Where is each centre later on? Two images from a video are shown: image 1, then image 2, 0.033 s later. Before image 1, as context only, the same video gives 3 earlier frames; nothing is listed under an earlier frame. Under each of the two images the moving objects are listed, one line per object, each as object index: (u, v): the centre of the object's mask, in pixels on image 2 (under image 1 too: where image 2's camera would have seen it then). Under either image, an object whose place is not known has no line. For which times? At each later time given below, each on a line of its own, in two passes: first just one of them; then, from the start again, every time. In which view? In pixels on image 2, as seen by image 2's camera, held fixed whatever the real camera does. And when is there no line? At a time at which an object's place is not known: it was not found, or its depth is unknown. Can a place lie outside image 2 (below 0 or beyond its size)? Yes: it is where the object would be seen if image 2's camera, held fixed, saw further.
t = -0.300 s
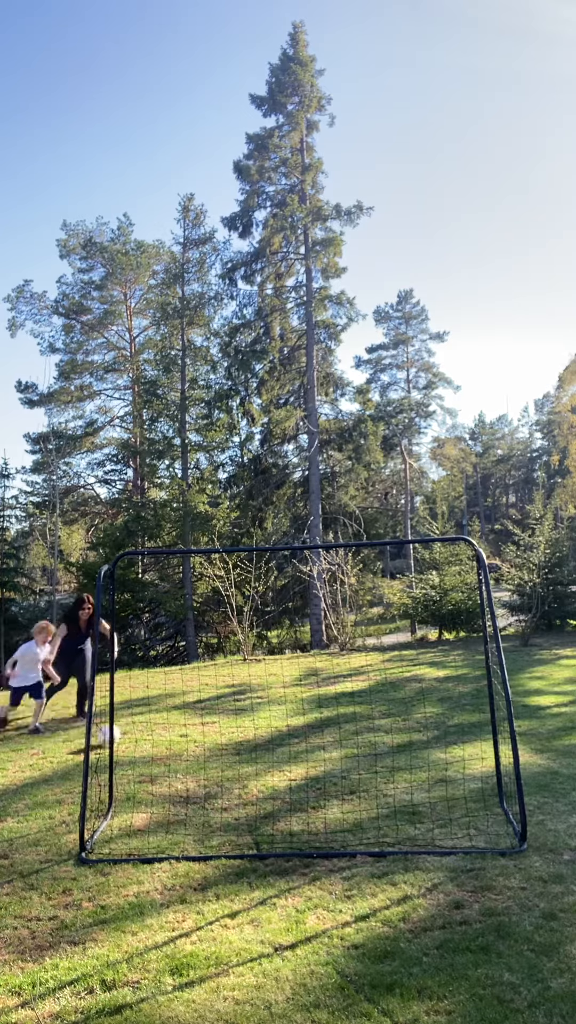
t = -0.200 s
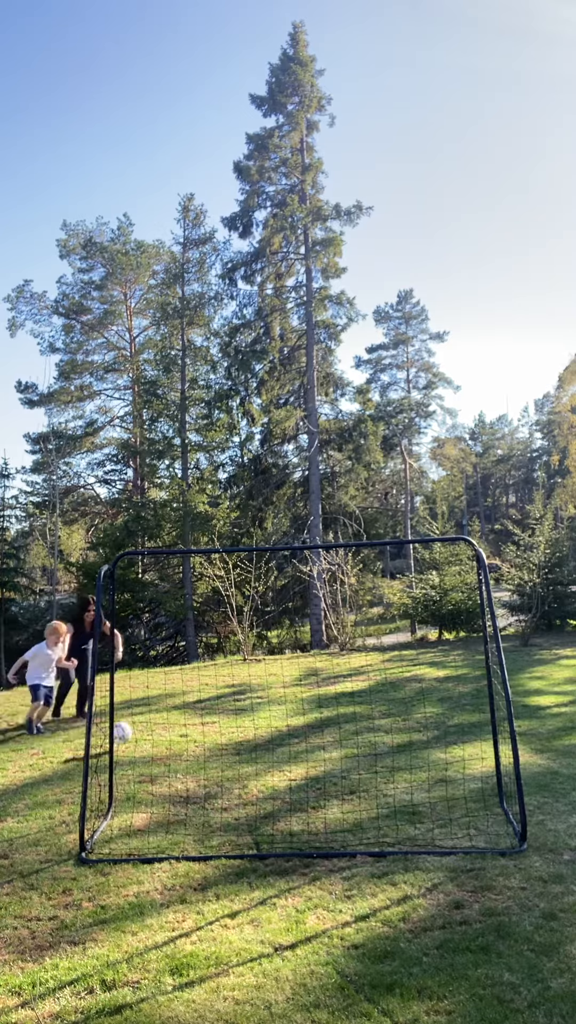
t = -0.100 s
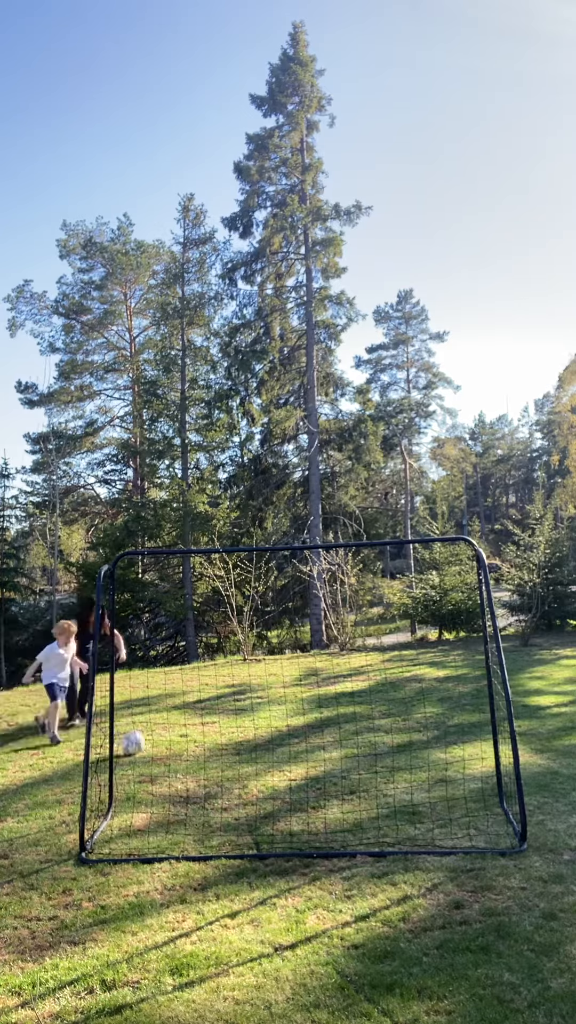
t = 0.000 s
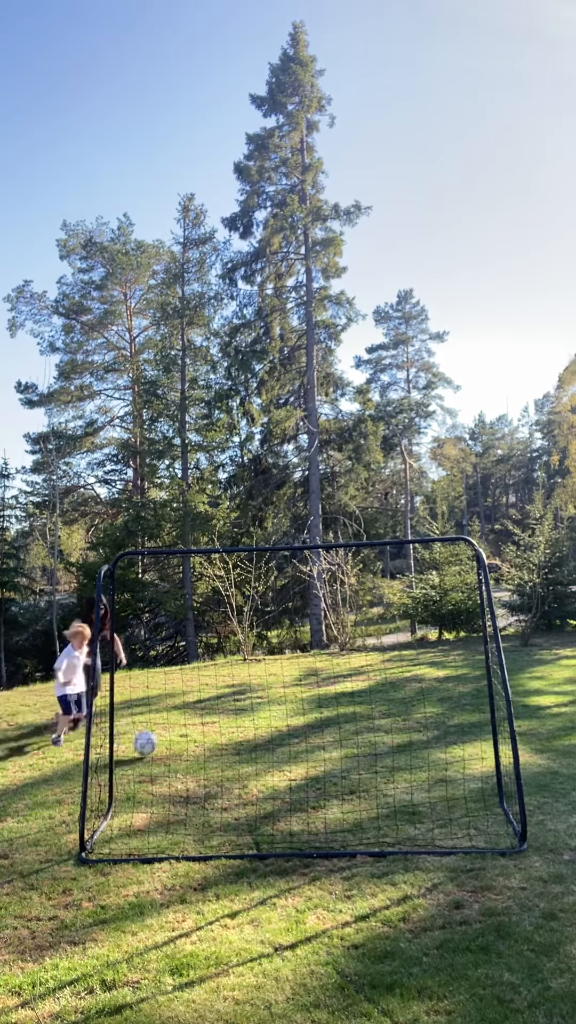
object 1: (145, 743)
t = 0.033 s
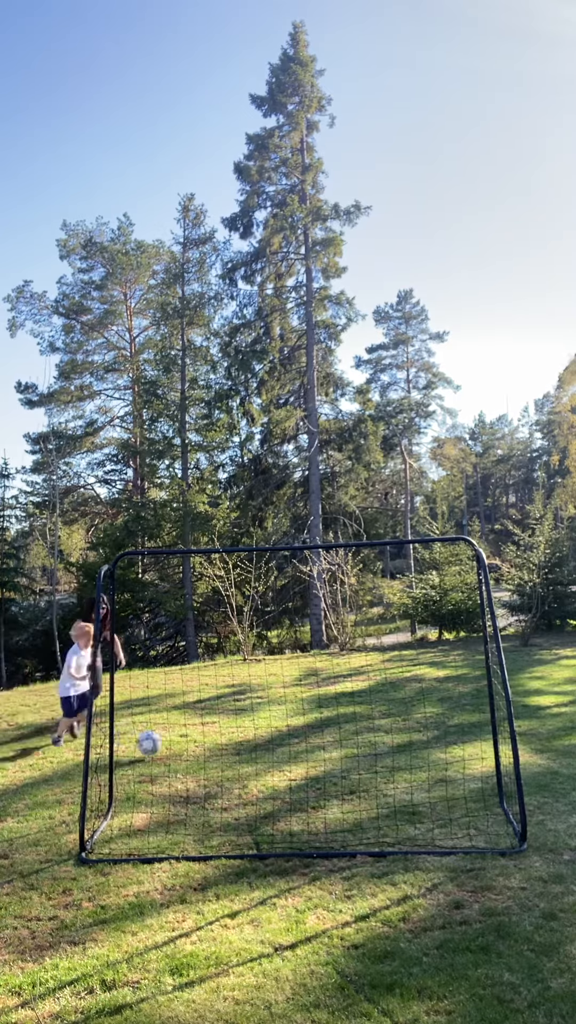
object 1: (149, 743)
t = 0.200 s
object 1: (170, 754)
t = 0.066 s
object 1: (154, 744)
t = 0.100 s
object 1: (158, 747)
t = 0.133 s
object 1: (162, 752)
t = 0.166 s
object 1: (167, 753)
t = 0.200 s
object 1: (170, 754)
